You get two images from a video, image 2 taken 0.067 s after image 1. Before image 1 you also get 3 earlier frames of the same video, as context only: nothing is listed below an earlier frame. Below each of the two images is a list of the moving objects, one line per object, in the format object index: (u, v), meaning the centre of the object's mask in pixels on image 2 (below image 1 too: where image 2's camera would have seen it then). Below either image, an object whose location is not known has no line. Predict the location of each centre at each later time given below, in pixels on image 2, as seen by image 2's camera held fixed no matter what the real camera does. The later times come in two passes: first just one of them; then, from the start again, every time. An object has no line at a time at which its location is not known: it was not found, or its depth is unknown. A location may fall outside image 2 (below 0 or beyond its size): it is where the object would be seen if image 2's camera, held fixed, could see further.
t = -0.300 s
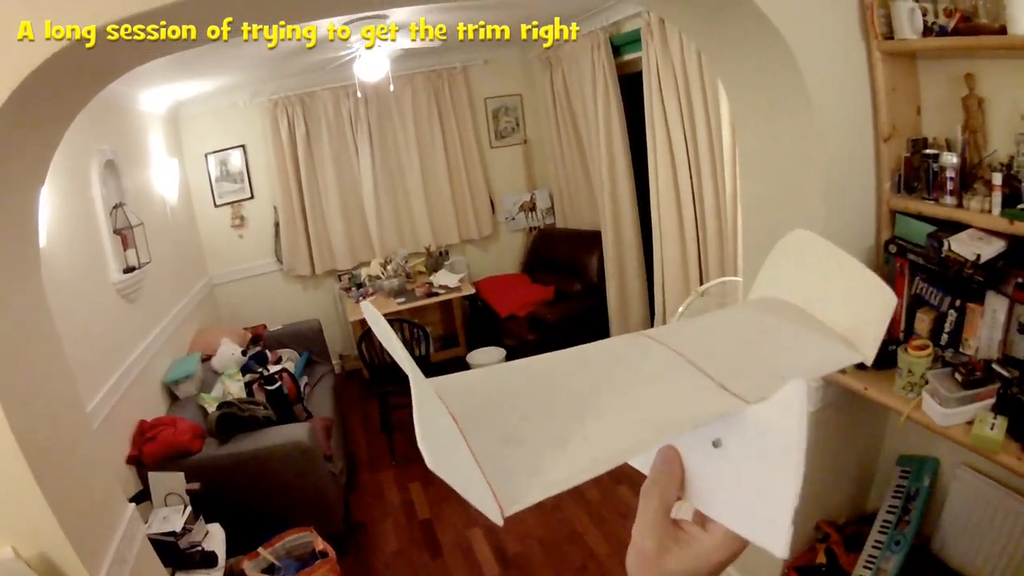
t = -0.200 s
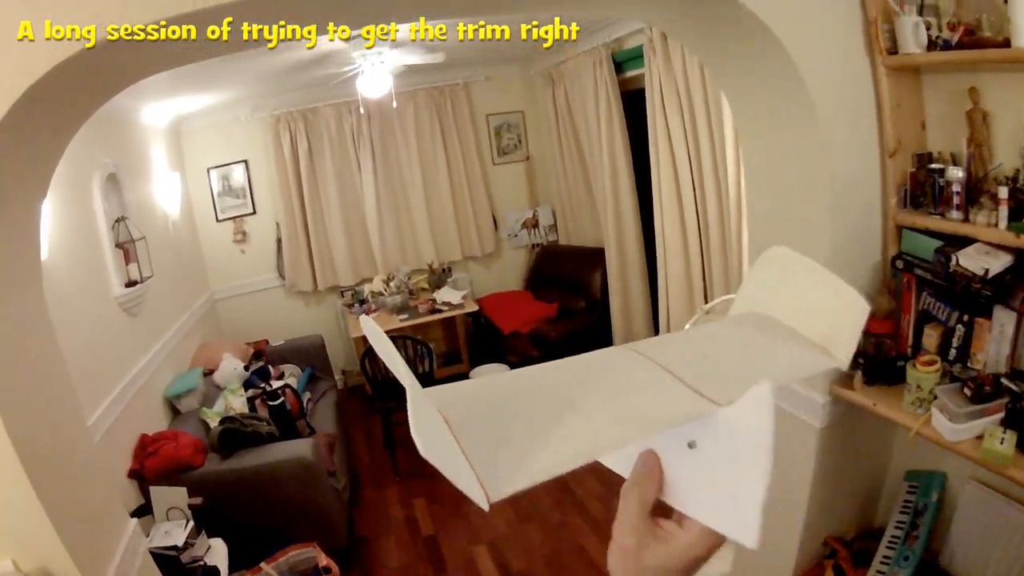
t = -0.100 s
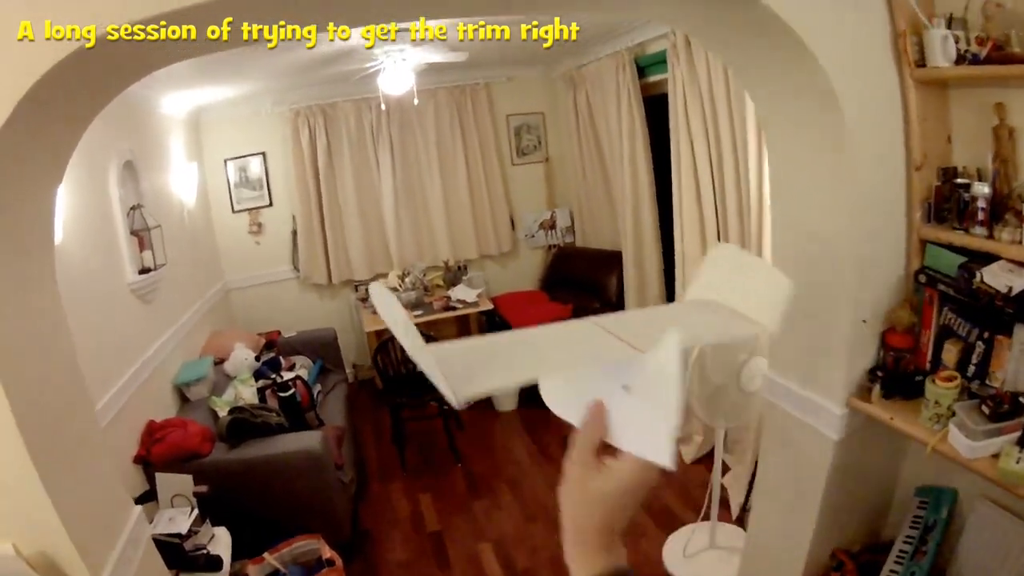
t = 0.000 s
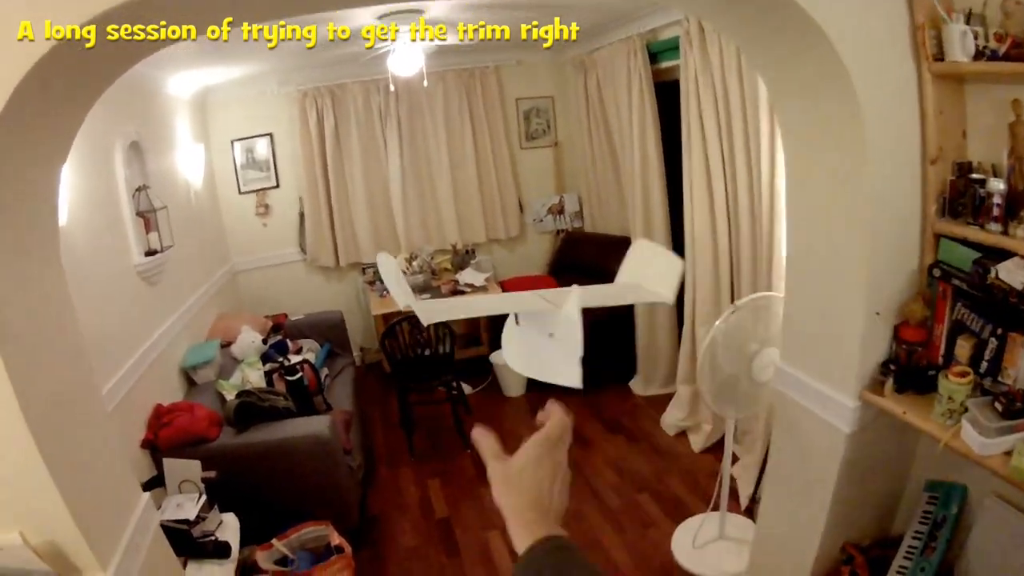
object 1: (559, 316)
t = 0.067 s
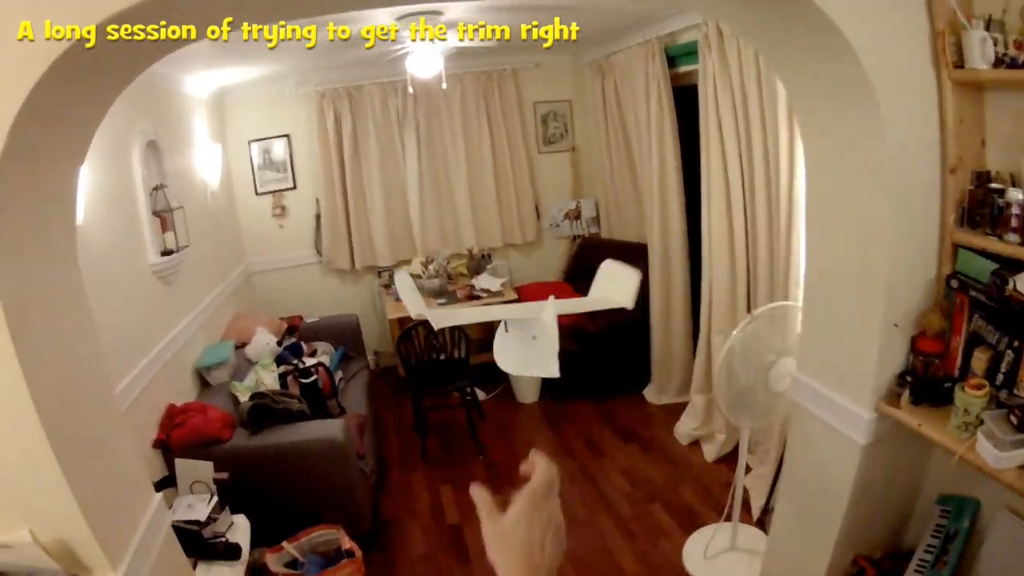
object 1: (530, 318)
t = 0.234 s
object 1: (462, 328)
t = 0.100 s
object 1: (516, 321)
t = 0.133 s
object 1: (504, 323)
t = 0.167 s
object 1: (490, 323)
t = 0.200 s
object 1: (478, 326)
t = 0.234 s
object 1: (462, 328)
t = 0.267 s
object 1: (449, 329)
